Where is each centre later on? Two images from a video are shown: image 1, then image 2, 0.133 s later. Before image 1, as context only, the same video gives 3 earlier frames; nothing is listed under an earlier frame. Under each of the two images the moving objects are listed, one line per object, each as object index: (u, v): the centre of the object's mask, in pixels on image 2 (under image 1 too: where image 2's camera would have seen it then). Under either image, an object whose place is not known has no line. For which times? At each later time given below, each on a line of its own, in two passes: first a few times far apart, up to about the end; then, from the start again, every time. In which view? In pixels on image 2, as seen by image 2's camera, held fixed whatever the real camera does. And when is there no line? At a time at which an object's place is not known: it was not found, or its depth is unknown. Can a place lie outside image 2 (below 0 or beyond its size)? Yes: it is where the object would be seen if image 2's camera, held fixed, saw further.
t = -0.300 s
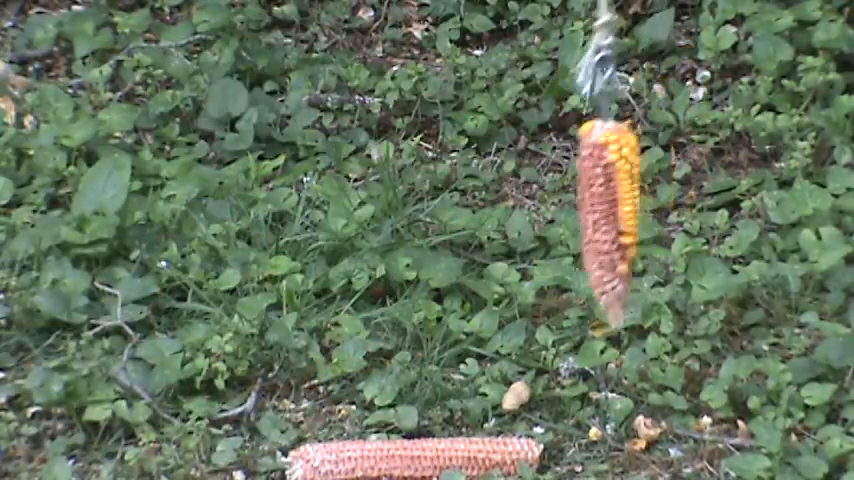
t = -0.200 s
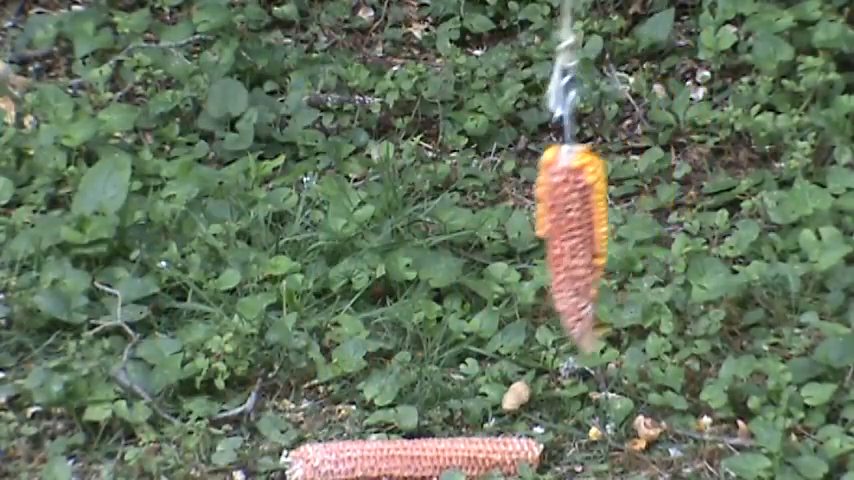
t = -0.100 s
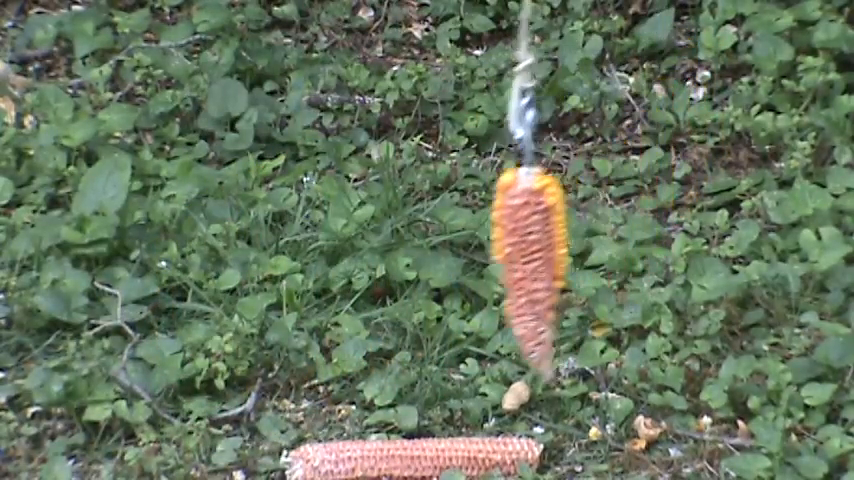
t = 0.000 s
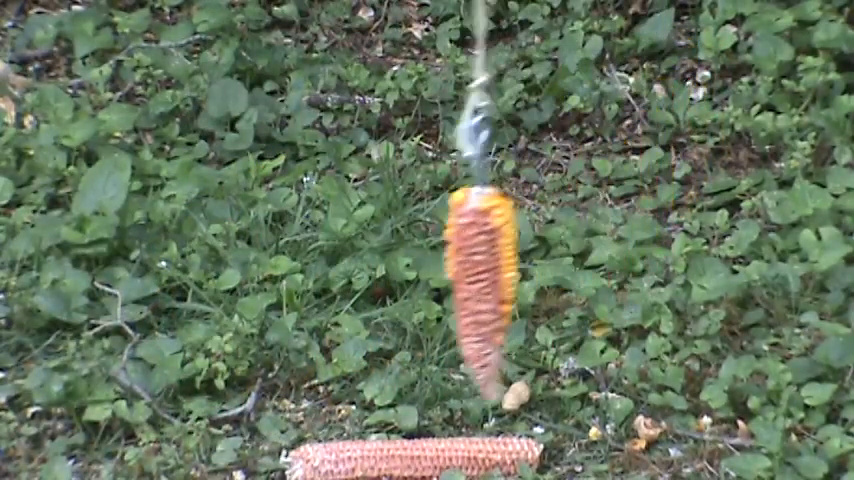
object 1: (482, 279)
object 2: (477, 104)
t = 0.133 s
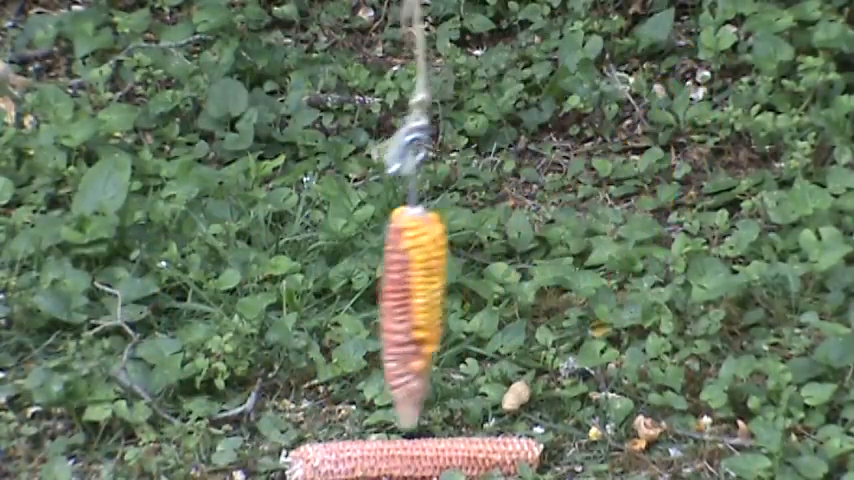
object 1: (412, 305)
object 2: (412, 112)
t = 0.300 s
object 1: (332, 321)
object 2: (339, 117)
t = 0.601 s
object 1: (231, 326)
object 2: (241, 126)
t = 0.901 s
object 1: (223, 296)
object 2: (228, 113)
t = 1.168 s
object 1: (288, 251)
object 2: (291, 86)
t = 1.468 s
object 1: (417, 184)
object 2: (419, 41)
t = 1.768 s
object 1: (550, 137)
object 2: (540, 20)
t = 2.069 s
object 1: (647, 120)
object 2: (636, 14)
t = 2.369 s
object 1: (668, 152)
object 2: (658, 23)
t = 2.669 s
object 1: (610, 215)
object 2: (604, 62)
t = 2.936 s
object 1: (507, 276)
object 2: (501, 102)
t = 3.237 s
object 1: (365, 313)
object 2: (367, 115)
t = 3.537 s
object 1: (259, 316)
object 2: (268, 115)
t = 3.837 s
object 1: (231, 294)
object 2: (239, 104)
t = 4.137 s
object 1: (293, 242)
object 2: (293, 81)
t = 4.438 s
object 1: (405, 184)
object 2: (403, 42)
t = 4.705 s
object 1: (516, 141)
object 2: (509, 18)
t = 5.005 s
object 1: (614, 125)
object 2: (603, 13)
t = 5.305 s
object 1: (649, 151)
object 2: (636, 22)
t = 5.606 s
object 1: (611, 207)
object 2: (605, 55)
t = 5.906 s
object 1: (507, 266)
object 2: (506, 95)
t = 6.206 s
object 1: (381, 301)
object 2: (381, 119)
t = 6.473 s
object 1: (286, 307)
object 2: (293, 113)
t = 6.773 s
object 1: (246, 287)
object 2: (255, 99)
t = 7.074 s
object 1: (286, 243)
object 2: (288, 82)
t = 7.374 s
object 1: (388, 192)
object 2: (387, 46)
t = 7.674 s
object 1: (507, 154)
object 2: (500, 24)
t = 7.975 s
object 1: (604, 145)
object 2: (593, 18)
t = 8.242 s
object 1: (644, 165)
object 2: (632, 32)
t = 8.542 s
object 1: (620, 217)
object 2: (612, 62)
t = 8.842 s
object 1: (530, 268)
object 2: (528, 95)
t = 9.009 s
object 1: (464, 292)
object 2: (463, 110)
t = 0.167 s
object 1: (395, 310)
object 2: (397, 109)
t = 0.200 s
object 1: (377, 314)
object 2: (382, 121)
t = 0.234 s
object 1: (362, 316)
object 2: (367, 111)
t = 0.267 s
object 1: (348, 319)
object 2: (353, 111)
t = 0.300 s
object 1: (332, 321)
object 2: (339, 117)
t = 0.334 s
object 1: (319, 323)
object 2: (326, 114)
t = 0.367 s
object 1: (305, 323)
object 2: (314, 113)
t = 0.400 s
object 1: (292, 323)
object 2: (301, 115)
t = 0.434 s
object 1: (280, 323)
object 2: (289, 113)
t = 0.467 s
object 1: (269, 325)
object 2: (278, 115)
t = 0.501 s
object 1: (258, 325)
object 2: (267, 117)
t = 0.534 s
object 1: (248, 326)
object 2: (258, 119)
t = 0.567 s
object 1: (239, 326)
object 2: (249, 122)
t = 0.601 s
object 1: (231, 326)
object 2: (241, 126)
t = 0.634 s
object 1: (224, 325)
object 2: (235, 124)
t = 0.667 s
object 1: (219, 323)
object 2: (229, 123)
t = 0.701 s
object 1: (216, 320)
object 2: (225, 124)
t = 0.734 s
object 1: (215, 317)
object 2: (222, 122)
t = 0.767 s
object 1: (215, 314)
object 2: (221, 121)
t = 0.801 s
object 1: (215, 309)
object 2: (221, 120)
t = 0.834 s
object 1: (217, 305)
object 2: (223, 117)
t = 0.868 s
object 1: (219, 300)
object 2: (225, 115)
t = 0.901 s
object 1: (223, 296)
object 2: (228, 113)
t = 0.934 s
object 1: (228, 290)
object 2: (233, 110)
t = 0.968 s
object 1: (234, 284)
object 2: (239, 108)
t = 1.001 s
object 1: (241, 279)
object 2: (245, 103)
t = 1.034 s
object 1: (249, 274)
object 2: (252, 102)
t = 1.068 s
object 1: (257, 268)
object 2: (261, 98)
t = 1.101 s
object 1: (267, 263)
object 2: (270, 94)
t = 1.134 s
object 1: (277, 257)
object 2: (280, 90)
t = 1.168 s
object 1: (288, 251)
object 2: (291, 86)
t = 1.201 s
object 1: (299, 244)
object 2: (303, 83)
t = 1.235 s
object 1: (312, 237)
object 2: (316, 75)
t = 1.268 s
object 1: (325, 229)
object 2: (330, 70)
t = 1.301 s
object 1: (340, 221)
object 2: (344, 65)
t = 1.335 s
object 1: (355, 214)
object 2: (359, 60)
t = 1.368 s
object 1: (370, 205)
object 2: (373, 55)
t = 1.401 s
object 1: (386, 197)
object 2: (389, 48)
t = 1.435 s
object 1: (401, 191)
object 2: (404, 44)
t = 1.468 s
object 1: (417, 184)
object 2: (419, 41)
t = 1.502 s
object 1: (432, 177)
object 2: (434, 42)
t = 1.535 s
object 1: (447, 171)
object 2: (445, 38)
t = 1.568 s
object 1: (463, 165)
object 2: (456, 31)
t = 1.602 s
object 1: (478, 160)
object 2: (475, 27)
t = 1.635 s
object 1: (492, 155)
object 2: (488, 26)
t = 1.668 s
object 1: (507, 151)
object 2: (500, 22)
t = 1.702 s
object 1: (522, 146)
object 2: (513, 21)
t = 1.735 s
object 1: (536, 142)
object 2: (526, 21)
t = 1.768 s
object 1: (550, 137)
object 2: (540, 20)
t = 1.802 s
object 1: (564, 131)
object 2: (553, 18)
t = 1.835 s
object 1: (578, 128)
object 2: (566, 18)
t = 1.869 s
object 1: (590, 125)
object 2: (578, 17)
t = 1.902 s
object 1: (602, 123)
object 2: (590, 14)
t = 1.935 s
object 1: (613, 120)
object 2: (602, 14)
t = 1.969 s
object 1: (623, 119)
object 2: (613, 14)
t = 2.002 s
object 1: (632, 119)
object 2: (621, 13)
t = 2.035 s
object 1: (640, 118)
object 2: (630, 13)
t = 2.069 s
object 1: (647, 120)
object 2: (636, 14)
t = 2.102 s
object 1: (654, 122)
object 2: (640, 14)
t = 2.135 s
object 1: (658, 124)
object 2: (644, 12)
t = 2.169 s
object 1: (663, 126)
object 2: (647, 13)
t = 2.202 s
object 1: (666, 130)
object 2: (650, 15)
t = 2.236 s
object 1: (668, 134)
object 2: (656, 16)
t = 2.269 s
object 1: (668, 137)
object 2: (656, 16)
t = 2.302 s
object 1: (669, 142)
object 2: (658, 19)
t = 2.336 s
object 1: (669, 147)
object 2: (658, 20)
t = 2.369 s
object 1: (668, 152)
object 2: (658, 23)
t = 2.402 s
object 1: (666, 157)
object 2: (657, 26)
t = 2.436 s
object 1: (663, 162)
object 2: (655, 28)
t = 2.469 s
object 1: (658, 168)
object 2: (652, 32)
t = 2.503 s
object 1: (653, 175)
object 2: (646, 38)
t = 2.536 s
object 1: (647, 180)
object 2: (639, 41)
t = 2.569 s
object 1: (639, 189)
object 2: (632, 46)
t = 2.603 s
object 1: (630, 198)
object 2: (623, 50)
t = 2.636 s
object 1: (621, 206)
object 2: (615, 56)
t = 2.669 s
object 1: (610, 215)
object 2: (604, 62)
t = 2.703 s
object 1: (599, 222)
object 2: (594, 66)
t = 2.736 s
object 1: (587, 230)
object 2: (582, 71)
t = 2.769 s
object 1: (574, 238)
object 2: (569, 73)
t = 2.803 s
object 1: (562, 246)
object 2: (557, 83)
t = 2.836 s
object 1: (548, 252)
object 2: (543, 88)
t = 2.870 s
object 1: (536, 259)
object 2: (529, 94)
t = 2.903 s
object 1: (521, 265)
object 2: (515, 95)
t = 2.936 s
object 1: (507, 276)
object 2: (501, 102)
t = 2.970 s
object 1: (492, 277)
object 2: (486, 104)
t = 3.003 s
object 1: (476, 282)
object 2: (471, 104)
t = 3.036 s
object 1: (460, 287)
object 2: (456, 106)
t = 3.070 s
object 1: (444, 293)
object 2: (441, 107)
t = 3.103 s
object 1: (429, 299)
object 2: (426, 112)
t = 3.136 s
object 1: (413, 304)
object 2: (411, 111)
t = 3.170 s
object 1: (397, 306)
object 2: (396, 115)
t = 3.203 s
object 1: (381, 310)
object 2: (381, 117)
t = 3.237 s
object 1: (365, 313)
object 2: (367, 115)
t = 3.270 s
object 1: (349, 317)
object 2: (353, 117)
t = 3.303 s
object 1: (336, 319)
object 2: (339, 117)
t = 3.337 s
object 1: (322, 320)
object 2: (327, 118)
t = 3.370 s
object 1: (308, 322)
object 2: (316, 116)
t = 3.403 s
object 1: (297, 321)
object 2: (303, 117)
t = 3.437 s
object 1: (286, 321)
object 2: (294, 117)
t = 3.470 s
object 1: (276, 319)
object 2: (285, 112)
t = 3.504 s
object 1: (267, 318)
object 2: (276, 117)
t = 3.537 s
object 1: (259, 316)
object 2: (268, 115)
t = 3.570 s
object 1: (252, 315)
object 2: (260, 112)
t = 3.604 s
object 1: (245, 314)
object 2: (254, 111)
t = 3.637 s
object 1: (239, 312)
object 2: (249, 110)
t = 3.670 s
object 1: (235, 309)
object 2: (245, 110)
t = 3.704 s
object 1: (232, 306)
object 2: (242, 111)
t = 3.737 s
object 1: (230, 304)
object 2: (240, 110)
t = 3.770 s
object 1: (229, 301)
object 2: (239, 107)
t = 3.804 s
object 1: (229, 298)
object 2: (238, 106)
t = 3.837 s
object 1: (231, 294)
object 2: (239, 104)
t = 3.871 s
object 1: (234, 289)
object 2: (241, 102)
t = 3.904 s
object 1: (238, 284)
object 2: (244, 100)
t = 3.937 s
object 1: (244, 279)
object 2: (248, 101)
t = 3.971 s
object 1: (250, 272)
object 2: (254, 97)
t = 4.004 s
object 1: (257, 267)
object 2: (261, 97)
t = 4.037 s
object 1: (265, 261)
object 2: (268, 93)
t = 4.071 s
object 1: (274, 255)
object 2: (276, 90)
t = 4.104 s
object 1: (283, 248)
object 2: (285, 84)
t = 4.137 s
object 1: (293, 242)
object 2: (293, 81)
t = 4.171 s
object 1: (303, 235)
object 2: (304, 77)
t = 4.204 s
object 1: (315, 229)
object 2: (315, 72)
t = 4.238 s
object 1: (326, 223)
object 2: (327, 68)
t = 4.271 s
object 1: (339, 216)
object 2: (338, 65)
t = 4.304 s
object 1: (351, 209)
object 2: (351, 60)
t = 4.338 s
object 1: (364, 203)
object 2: (364, 55)
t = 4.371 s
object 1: (377, 197)
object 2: (378, 48)
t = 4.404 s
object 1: (391, 191)
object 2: (391, 44)
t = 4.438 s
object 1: (405, 184)
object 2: (403, 42)
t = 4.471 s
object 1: (419, 177)
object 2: (417, 36)
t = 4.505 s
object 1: (433, 171)
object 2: (431, 35)
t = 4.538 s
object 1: (448, 165)
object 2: (444, 31)
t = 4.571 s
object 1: (462, 159)
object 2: (457, 27)
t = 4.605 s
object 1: (476, 153)
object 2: (470, 23)
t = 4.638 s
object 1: (490, 149)
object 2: (483, 22)
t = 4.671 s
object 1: (503, 145)
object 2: (496, 21)
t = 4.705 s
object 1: (516, 141)
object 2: (509, 18)
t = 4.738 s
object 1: (529, 139)
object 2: (521, 18)
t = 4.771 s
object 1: (541, 135)
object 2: (531, 16)
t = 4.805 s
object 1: (553, 133)
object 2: (545, 15)
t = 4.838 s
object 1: (564, 129)
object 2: (555, 13)
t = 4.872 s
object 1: (576, 128)
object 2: (566, 17)
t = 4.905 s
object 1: (586, 126)
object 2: (575, 16)
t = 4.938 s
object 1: (596, 127)
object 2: (586, 14)
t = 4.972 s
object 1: (606, 126)
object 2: (594, 13)
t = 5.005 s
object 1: (614, 125)
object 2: (603, 13)
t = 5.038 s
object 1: (622, 126)
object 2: (610, 14)
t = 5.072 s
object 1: (629, 128)
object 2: (617, 14)
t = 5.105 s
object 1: (634, 129)
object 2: (621, 15)
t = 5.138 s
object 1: (639, 131)
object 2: (625, 15)
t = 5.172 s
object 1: (643, 134)
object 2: (629, 16)
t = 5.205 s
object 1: (646, 138)
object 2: (631, 18)
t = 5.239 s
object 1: (648, 142)
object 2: (633, 20)
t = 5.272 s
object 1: (649, 146)
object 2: (635, 21)
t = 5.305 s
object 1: (649, 151)
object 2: (636, 22)
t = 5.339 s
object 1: (649, 156)
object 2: (636, 25)
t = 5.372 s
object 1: (647, 162)
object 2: (636, 27)
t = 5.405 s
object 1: (644, 168)
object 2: (634, 30)
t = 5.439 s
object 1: (641, 173)
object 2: (631, 35)
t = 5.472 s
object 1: (636, 180)
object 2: (628, 40)
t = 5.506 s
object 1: (631, 187)
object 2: (624, 44)
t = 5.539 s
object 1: (625, 193)
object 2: (618, 47)
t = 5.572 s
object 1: (618, 200)
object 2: (612, 50)
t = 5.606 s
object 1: (611, 207)
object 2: (605, 55)
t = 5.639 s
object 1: (602, 214)
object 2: (598, 60)
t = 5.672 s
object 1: (593, 220)
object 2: (589, 65)
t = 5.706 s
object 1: (582, 227)
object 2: (578, 68)
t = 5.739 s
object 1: (572, 234)
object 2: (568, 71)
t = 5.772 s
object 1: (559, 241)
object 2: (556, 79)
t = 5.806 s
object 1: (547, 247)
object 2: (544, 83)
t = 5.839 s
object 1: (534, 254)
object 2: (532, 86)
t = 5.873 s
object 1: (521, 261)
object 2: (519, 92)
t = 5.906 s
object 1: (507, 266)
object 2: (506, 95)
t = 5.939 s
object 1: (494, 271)
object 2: (492, 97)
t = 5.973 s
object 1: (480, 277)
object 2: (477, 101)
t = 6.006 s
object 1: (465, 281)
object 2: (464, 107)
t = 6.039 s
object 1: (451, 285)
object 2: (449, 104)
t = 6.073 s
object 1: (437, 290)
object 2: (436, 107)
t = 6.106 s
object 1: (423, 293)
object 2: (422, 108)
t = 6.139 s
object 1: (409, 296)
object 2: (407, 111)
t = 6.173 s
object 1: (395, 298)
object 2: (394, 111)
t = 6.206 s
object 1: (381, 301)
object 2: (381, 119)
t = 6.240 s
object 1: (367, 304)
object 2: (368, 113)
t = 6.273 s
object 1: (354, 305)
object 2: (356, 115)
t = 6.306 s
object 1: (341, 308)
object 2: (343, 112)
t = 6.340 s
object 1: (328, 309)
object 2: (331, 114)
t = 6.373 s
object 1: (316, 309)
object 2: (320, 112)
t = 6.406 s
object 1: (305, 309)
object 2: (310, 114)
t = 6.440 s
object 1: (295, 309)
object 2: (301, 114)
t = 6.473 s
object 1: (286, 307)
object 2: (293, 113)
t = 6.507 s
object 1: (277, 306)
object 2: (285, 106)
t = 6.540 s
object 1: (270, 304)
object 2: (278, 107)
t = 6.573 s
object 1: (263, 304)
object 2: (272, 108)
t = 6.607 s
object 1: (258, 301)
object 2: (267, 105)
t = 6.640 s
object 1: (254, 299)
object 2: (263, 103)
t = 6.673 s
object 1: (250, 296)
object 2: (259, 103)
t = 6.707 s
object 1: (248, 293)
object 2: (257, 100)
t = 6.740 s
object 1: (246, 290)
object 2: (255, 101)
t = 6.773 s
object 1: (246, 287)
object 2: (255, 99)
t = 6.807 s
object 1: (246, 283)
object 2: (255, 97)
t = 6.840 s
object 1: (248, 279)
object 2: (256, 96)
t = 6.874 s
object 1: (250, 274)
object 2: (258, 98)
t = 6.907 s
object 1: (253, 270)
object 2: (261, 92)
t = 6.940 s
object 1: (259, 264)
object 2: (264, 92)
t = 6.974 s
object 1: (264, 259)
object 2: (270, 88)
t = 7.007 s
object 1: (271, 254)
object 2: (276, 87)
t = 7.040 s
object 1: (278, 249)
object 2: (282, 85)
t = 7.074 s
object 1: (286, 243)
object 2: (288, 82)
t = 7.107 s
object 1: (296, 237)
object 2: (298, 78)
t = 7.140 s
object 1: (305, 231)
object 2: (307, 72)
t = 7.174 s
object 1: (316, 225)
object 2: (317, 70)
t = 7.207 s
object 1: (327, 219)
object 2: (328, 67)
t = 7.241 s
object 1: (339, 213)
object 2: (339, 65)
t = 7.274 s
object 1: (350, 208)
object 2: (350, 60)
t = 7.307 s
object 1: (363, 203)
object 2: (361, 55)
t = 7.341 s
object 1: (375, 198)
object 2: (374, 50)
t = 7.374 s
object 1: (388, 192)
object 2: (387, 46)
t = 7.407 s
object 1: (401, 187)
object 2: (398, 42)
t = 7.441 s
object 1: (414, 183)
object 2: (411, 44)
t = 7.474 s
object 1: (427, 178)
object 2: (424, 39)
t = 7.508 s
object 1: (441, 173)
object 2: (437, 38)
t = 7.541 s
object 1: (454, 170)
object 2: (450, 34)
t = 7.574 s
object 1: (467, 165)
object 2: (461, 24)
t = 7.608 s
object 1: (481, 161)
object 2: (475, 29)
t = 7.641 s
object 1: (494, 157)
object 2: (487, 24)
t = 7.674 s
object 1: (507, 154)
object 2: (500, 24)
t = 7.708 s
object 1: (520, 152)
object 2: (512, 22)
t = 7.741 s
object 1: (532, 149)
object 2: (524, 22)
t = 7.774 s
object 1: (544, 147)
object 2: (537, 19)
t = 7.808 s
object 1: (555, 146)
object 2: (547, 20)
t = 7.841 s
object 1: (566, 145)
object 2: (558, 20)
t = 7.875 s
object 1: (576, 143)
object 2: (567, 21)
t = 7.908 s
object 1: (586, 144)
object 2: (575, 20)
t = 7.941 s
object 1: (595, 144)
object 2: (584, 18)
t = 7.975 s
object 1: (604, 145)
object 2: (593, 18)
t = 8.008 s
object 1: (612, 146)
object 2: (600, 20)
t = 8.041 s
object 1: (619, 148)
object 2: (608, 21)
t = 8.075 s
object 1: (625, 149)
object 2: (614, 23)
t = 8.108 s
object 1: (631, 152)
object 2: (619, 23)
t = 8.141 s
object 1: (636, 155)
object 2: (623, 27)
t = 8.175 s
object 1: (639, 158)
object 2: (627, 27)
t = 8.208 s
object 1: (642, 162)
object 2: (629, 30)
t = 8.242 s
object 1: (644, 165)
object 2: (632, 32)
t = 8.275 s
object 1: (645, 170)
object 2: (633, 35)
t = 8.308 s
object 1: (645, 174)
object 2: (634, 37)
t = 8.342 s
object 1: (645, 178)
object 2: (633, 41)
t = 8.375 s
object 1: (642, 185)
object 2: (631, 44)
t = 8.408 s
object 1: (640, 191)
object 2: (629, 47)
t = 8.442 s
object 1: (636, 197)
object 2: (626, 51)
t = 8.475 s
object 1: (631, 204)
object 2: (622, 54)
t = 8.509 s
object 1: (626, 211)
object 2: (617, 58)
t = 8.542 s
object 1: (620, 217)
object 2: (612, 62)
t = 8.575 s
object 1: (612, 222)
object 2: (606, 67)
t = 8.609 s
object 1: (604, 228)
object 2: (599, 70)
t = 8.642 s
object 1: (596, 233)
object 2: (592, 74)
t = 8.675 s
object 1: (586, 240)
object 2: (583, 77)
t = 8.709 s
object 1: (576, 245)
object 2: (571, 82)
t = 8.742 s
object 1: (565, 252)
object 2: (562, 85)
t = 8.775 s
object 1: (554, 258)
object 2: (550, 89)
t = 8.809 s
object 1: (542, 263)
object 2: (540, 93)
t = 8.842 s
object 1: (530, 268)
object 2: (528, 95)
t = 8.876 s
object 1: (517, 273)
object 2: (515, 98)
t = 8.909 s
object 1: (504, 278)
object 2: (503, 104)
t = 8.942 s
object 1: (491, 283)
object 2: (490, 105)
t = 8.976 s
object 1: (477, 287)
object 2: (476, 107)
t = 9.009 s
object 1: (464, 292)
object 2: (463, 110)
